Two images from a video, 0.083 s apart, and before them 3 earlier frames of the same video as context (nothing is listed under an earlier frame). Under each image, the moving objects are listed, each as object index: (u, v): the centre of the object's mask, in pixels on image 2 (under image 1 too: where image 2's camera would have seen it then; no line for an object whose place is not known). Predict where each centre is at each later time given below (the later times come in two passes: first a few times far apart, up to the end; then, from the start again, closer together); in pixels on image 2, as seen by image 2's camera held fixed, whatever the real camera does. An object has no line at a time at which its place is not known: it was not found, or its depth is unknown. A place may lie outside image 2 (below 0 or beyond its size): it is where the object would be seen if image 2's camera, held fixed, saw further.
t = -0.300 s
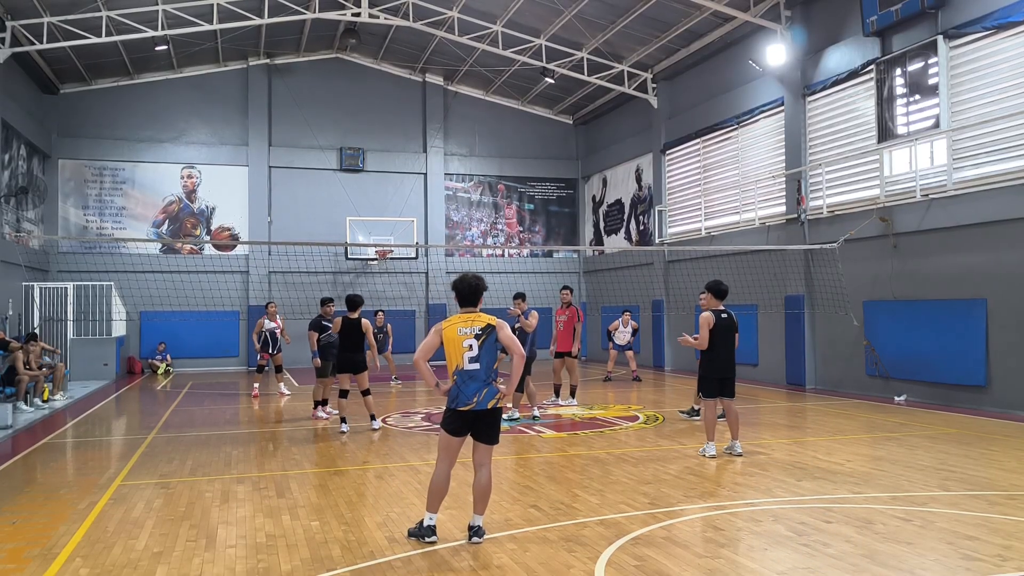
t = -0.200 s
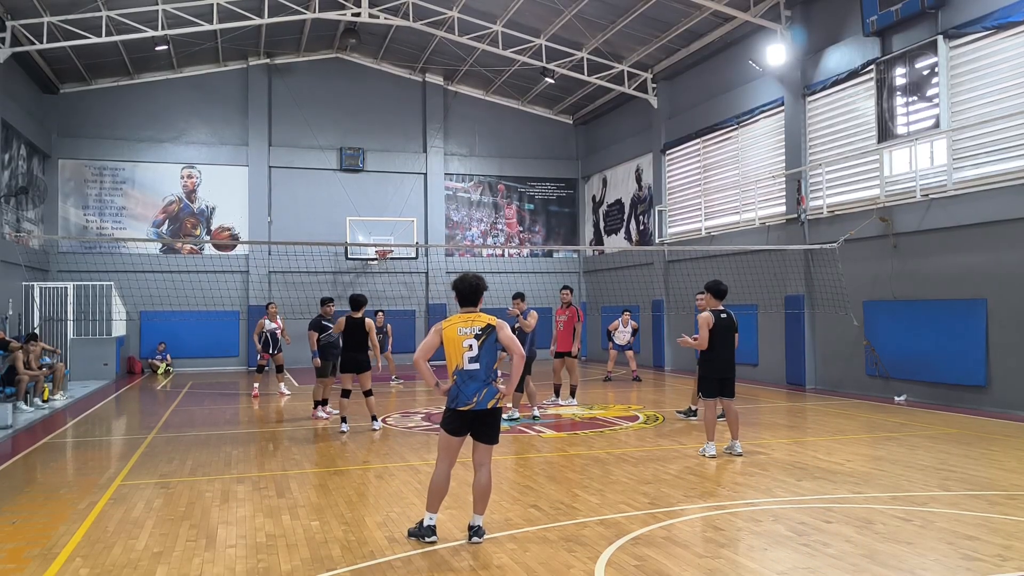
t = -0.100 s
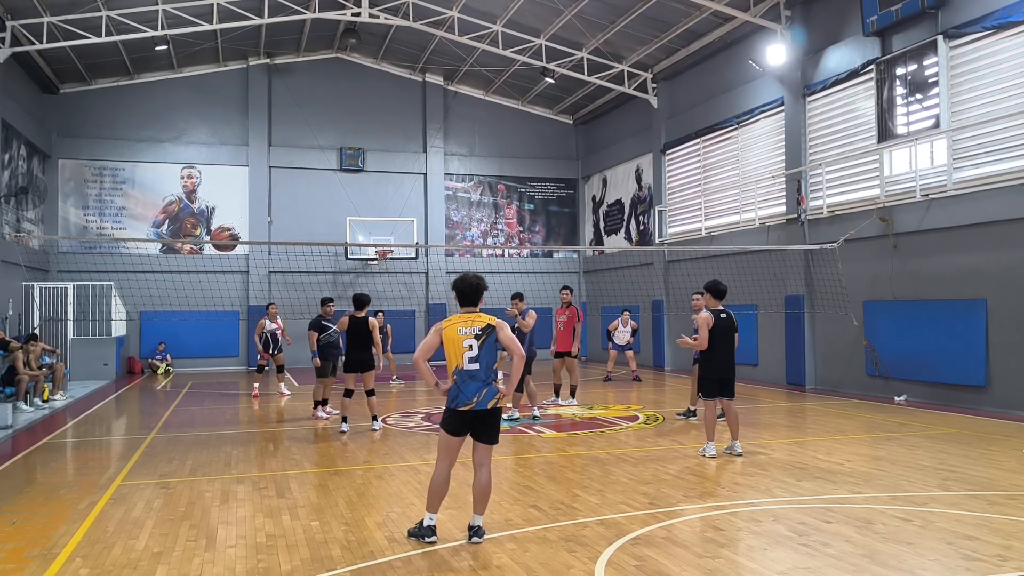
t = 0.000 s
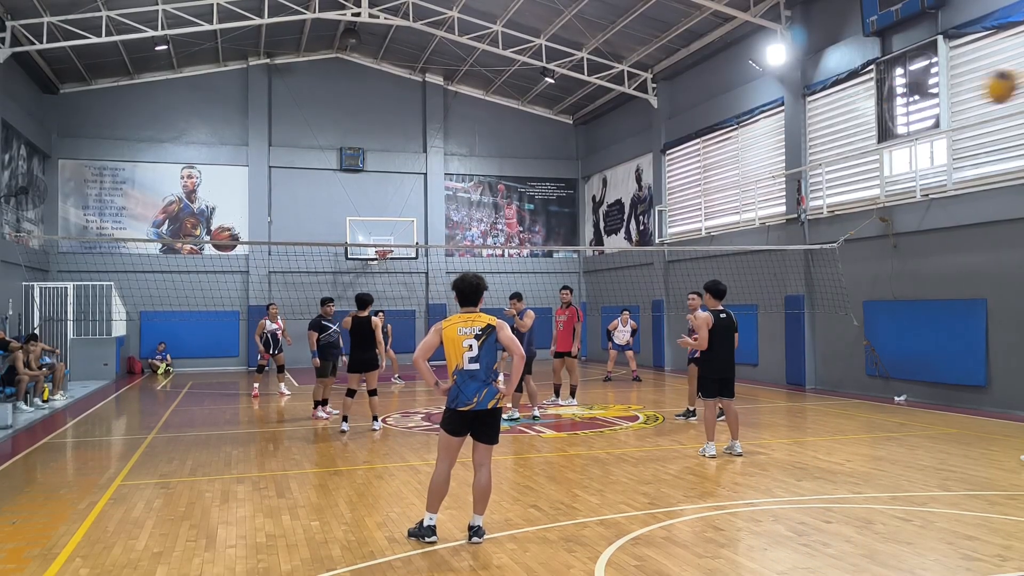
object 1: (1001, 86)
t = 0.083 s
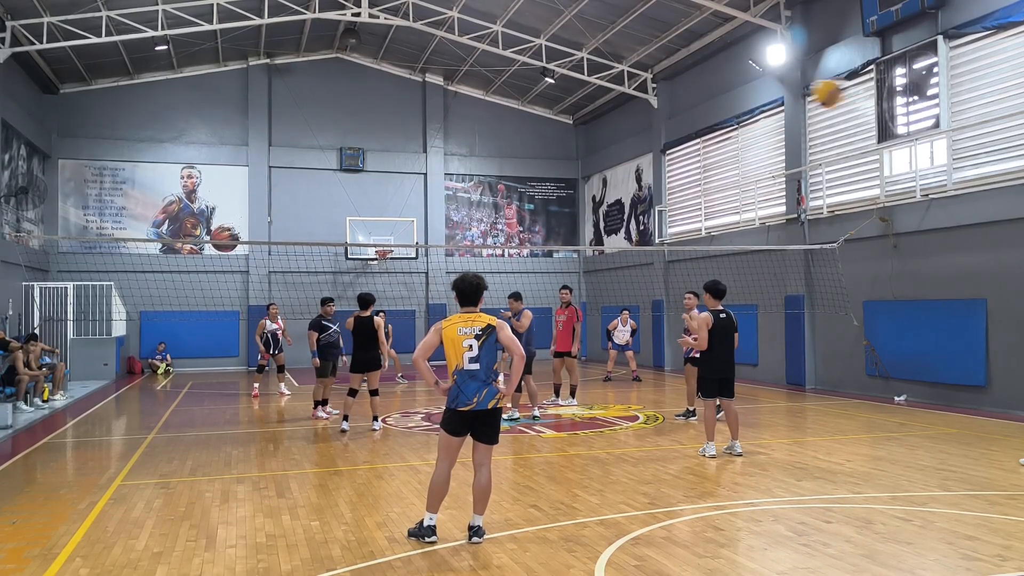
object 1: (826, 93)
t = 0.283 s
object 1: (604, 129)
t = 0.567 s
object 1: (452, 199)
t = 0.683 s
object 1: (414, 231)
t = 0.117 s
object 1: (779, 96)
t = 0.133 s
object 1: (754, 99)
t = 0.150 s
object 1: (734, 101)
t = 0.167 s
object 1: (714, 103)
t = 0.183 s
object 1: (696, 107)
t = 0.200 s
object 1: (678, 110)
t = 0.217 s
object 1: (661, 114)
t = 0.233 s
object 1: (646, 117)
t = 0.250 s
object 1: (631, 121)
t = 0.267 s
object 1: (617, 125)
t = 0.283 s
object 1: (604, 129)
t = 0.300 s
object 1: (591, 132)
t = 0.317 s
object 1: (580, 136)
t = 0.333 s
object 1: (568, 140)
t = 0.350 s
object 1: (557, 144)
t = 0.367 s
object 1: (547, 148)
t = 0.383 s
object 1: (537, 152)
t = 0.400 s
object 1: (528, 156)
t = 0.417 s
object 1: (519, 160)
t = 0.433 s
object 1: (510, 165)
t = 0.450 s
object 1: (502, 170)
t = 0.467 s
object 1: (494, 174)
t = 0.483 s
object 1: (486, 178)
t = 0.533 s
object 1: (464, 191)
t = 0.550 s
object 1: (458, 194)
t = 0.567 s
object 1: (452, 199)
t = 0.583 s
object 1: (446, 203)
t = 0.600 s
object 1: (440, 208)
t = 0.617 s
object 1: (434, 212)
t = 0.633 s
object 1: (429, 217)
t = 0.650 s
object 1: (424, 221)
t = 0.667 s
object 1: (419, 226)
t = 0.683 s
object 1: (414, 231)
